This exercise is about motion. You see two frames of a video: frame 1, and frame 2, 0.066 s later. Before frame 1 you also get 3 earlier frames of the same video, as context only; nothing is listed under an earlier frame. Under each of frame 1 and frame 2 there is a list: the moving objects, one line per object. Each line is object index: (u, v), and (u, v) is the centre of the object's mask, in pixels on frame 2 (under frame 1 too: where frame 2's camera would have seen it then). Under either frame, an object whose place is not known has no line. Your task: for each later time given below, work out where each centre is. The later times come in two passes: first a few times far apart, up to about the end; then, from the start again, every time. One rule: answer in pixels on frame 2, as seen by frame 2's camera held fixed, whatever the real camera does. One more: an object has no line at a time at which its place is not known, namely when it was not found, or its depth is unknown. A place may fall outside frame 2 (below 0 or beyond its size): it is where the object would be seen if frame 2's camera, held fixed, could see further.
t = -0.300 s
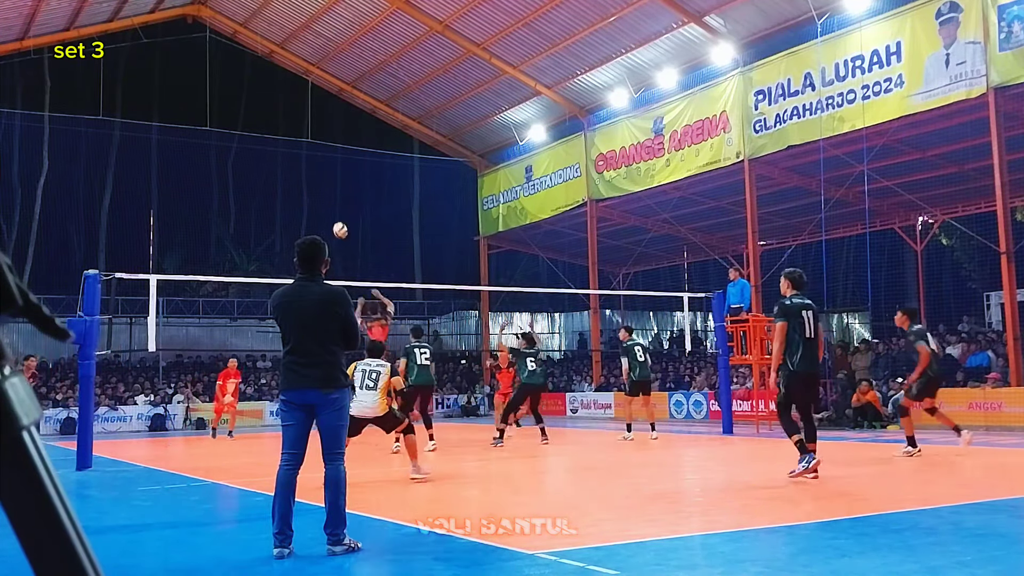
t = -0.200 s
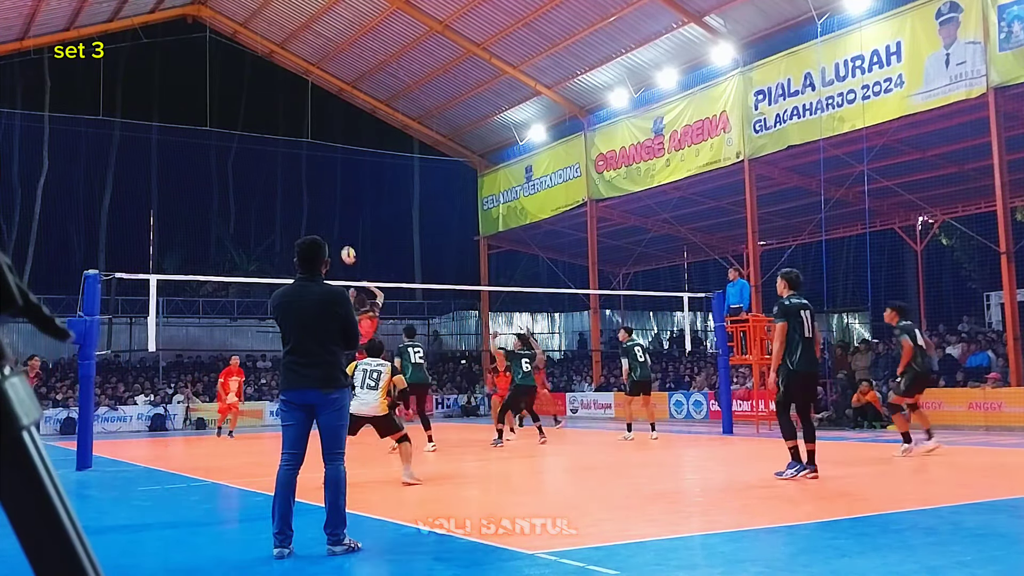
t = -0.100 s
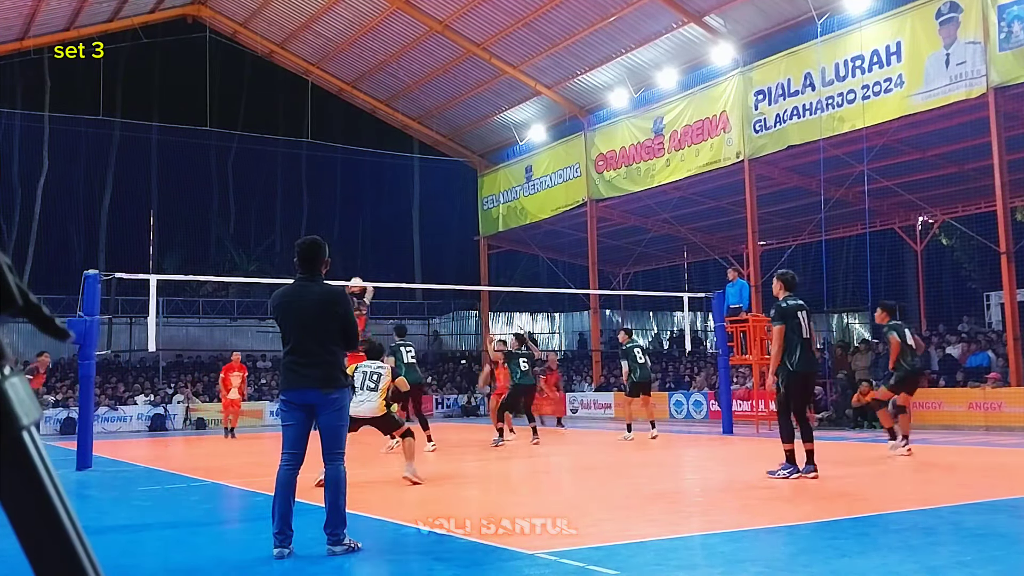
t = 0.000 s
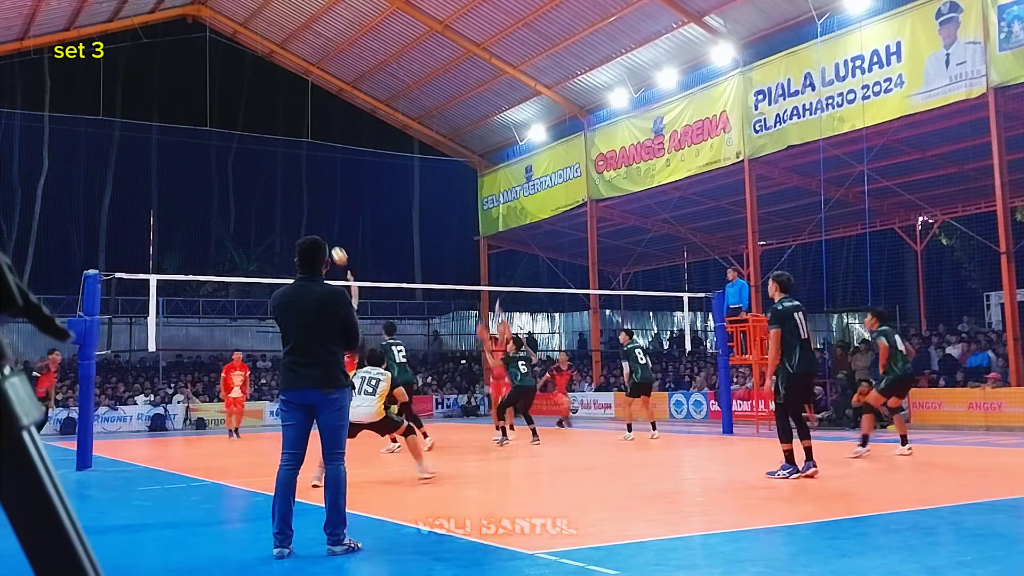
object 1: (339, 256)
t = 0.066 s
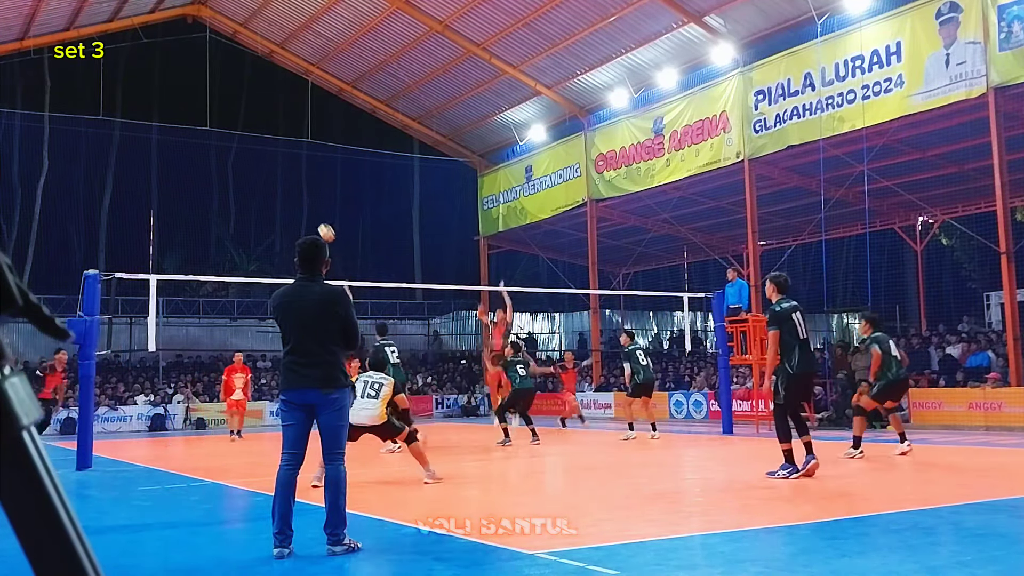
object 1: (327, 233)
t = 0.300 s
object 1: (281, 173)
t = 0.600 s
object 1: (224, 149)
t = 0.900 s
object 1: (169, 183)
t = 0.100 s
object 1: (320, 222)
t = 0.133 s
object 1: (313, 212)
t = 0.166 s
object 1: (307, 203)
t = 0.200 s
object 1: (300, 194)
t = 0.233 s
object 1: (294, 187)
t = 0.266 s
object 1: (287, 180)
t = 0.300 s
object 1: (281, 173)
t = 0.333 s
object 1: (274, 168)
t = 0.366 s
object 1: (268, 163)
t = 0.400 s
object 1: (262, 159)
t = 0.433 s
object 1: (255, 156)
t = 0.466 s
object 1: (249, 153)
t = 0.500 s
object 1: (243, 151)
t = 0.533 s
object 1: (237, 150)
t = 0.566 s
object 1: (230, 149)
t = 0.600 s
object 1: (224, 149)
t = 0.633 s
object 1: (218, 150)
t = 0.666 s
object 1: (212, 152)
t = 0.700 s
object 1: (205, 154)
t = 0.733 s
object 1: (199, 157)
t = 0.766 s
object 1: (193, 161)
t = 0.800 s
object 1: (187, 165)
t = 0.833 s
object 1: (181, 170)
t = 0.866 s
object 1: (175, 176)
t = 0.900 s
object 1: (169, 183)
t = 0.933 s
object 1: (163, 190)
